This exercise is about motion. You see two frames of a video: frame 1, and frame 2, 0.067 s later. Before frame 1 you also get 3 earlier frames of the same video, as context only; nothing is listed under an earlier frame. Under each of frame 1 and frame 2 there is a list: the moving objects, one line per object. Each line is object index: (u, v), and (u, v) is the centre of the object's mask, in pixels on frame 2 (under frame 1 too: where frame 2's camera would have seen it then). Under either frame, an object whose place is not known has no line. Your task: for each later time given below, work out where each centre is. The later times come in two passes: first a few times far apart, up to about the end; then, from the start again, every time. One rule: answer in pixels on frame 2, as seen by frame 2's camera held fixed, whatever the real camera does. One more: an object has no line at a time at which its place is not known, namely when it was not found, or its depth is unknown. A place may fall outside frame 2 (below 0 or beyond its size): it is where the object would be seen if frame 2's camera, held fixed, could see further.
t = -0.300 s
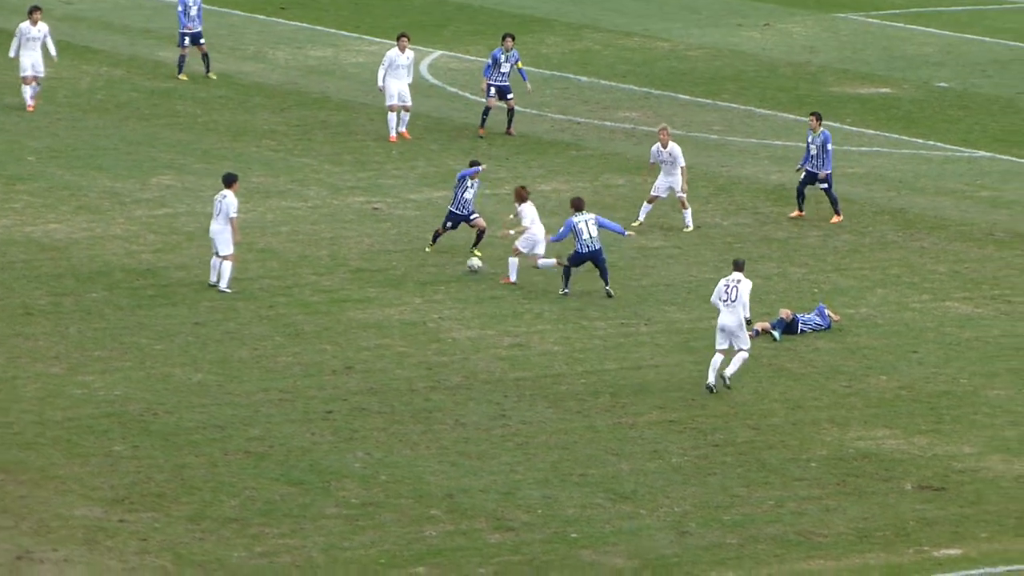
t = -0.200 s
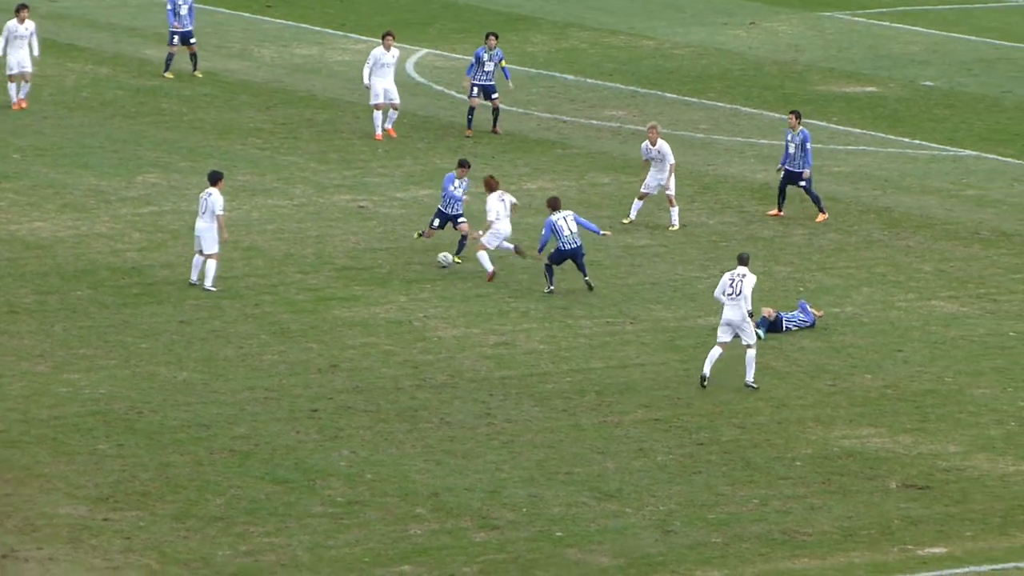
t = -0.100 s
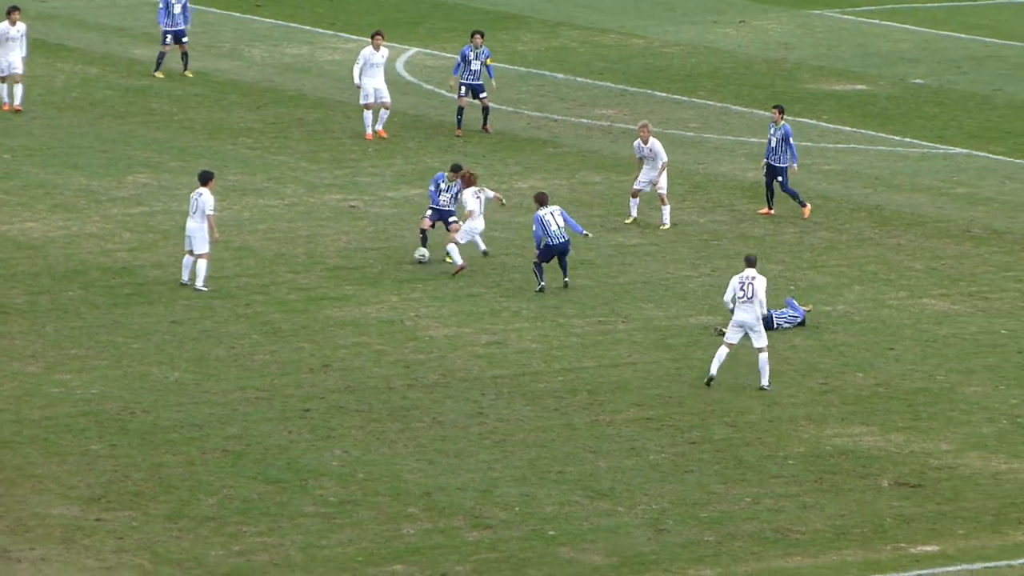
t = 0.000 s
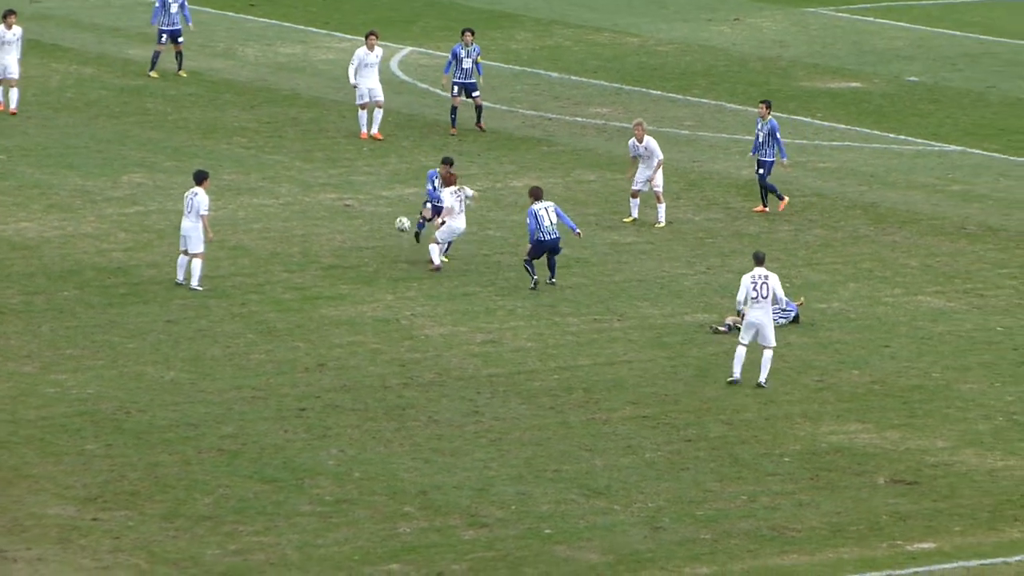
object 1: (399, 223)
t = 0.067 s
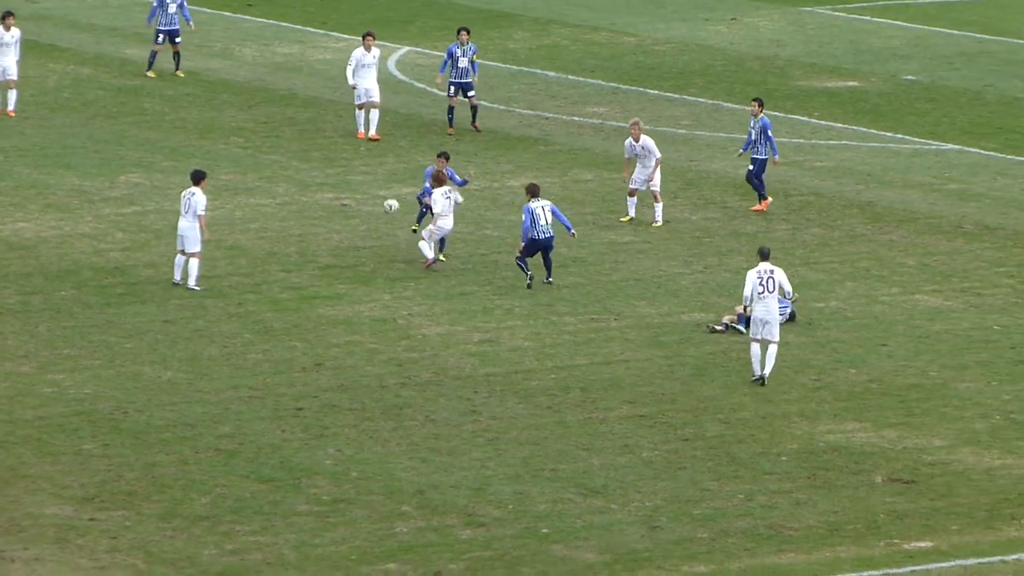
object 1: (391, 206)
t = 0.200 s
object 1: (374, 180)
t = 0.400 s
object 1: (353, 162)
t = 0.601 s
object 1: (334, 170)
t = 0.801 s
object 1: (318, 206)
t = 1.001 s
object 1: (305, 272)
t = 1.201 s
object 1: (293, 366)
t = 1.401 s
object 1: (288, 422)
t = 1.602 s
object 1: (291, 401)
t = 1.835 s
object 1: (294, 417)
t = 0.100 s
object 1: (387, 198)
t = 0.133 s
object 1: (382, 192)
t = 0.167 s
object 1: (379, 185)
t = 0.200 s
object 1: (374, 180)
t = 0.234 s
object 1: (371, 175)
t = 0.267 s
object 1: (367, 170)
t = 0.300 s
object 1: (363, 167)
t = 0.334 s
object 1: (360, 164)
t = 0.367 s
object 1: (356, 163)
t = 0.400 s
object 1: (353, 162)
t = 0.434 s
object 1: (349, 161)
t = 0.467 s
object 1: (346, 161)
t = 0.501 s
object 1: (342, 162)
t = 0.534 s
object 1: (340, 164)
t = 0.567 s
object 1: (337, 167)
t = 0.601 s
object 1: (334, 170)
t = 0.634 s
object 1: (331, 174)
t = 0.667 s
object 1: (328, 178)
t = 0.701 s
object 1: (325, 184)
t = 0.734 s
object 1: (323, 191)
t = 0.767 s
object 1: (320, 198)
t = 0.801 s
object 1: (318, 206)
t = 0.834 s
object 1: (315, 215)
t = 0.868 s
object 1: (313, 225)
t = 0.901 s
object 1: (310, 235)
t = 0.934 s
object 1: (308, 246)
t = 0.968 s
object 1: (306, 259)
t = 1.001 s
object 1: (305, 272)
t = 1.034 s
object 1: (302, 284)
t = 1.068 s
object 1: (300, 300)
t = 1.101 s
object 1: (298, 315)
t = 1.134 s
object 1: (296, 331)
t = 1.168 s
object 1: (294, 348)
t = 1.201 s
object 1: (293, 366)
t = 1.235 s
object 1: (291, 385)
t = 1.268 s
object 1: (289, 405)
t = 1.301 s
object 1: (288, 426)
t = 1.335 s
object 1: (286, 436)
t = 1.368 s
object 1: (287, 428)
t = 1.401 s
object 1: (288, 422)
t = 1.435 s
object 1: (288, 416)
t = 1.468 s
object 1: (289, 412)
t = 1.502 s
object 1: (290, 408)
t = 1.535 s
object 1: (290, 405)
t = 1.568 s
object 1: (291, 402)
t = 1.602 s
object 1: (291, 401)
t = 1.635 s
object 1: (292, 401)
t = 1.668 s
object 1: (292, 402)
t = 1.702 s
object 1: (292, 403)
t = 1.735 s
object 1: (293, 406)
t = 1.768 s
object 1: (293, 409)
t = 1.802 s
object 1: (293, 412)
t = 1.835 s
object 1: (294, 417)
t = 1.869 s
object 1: (294, 423)
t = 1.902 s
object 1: (294, 431)
